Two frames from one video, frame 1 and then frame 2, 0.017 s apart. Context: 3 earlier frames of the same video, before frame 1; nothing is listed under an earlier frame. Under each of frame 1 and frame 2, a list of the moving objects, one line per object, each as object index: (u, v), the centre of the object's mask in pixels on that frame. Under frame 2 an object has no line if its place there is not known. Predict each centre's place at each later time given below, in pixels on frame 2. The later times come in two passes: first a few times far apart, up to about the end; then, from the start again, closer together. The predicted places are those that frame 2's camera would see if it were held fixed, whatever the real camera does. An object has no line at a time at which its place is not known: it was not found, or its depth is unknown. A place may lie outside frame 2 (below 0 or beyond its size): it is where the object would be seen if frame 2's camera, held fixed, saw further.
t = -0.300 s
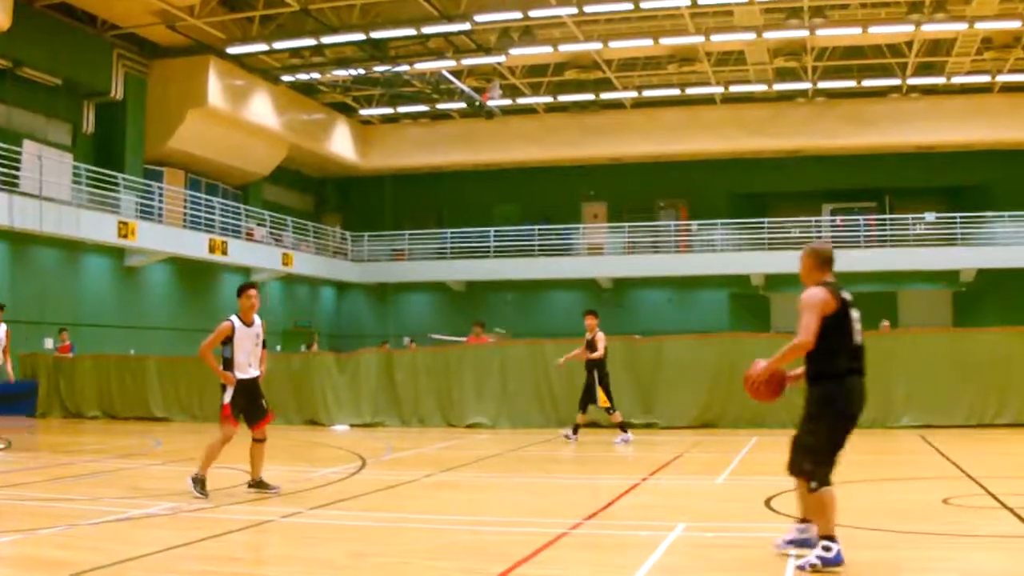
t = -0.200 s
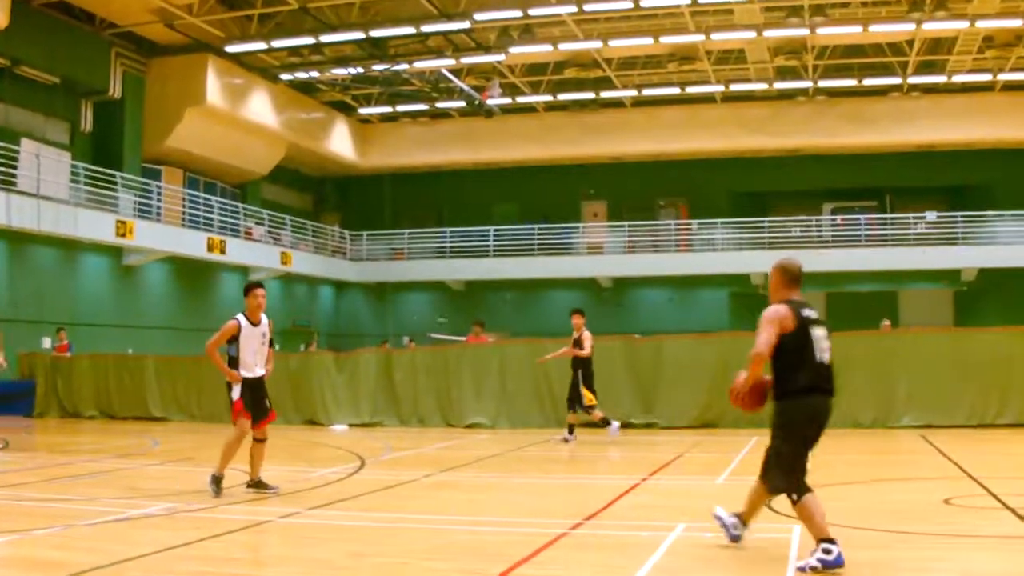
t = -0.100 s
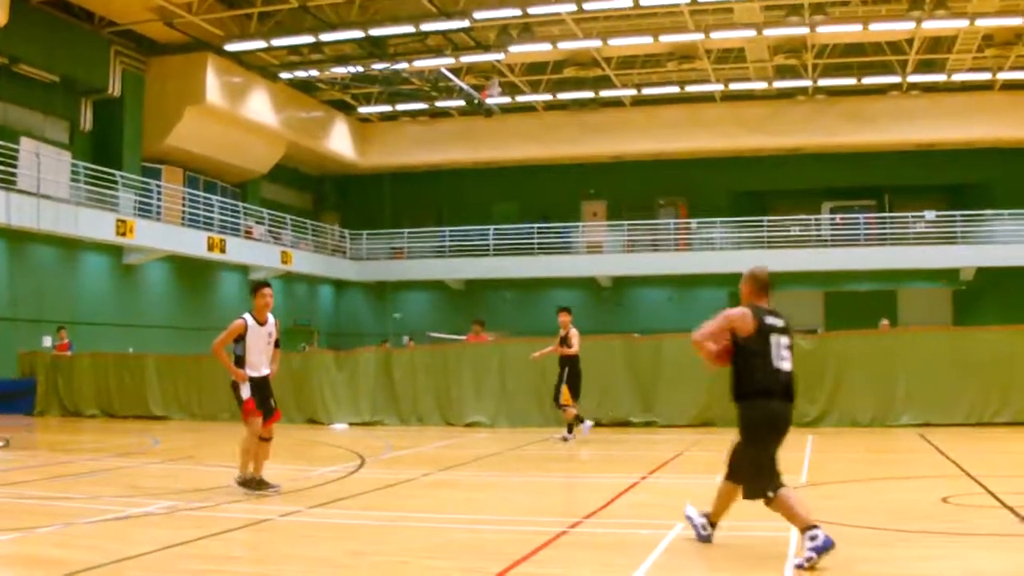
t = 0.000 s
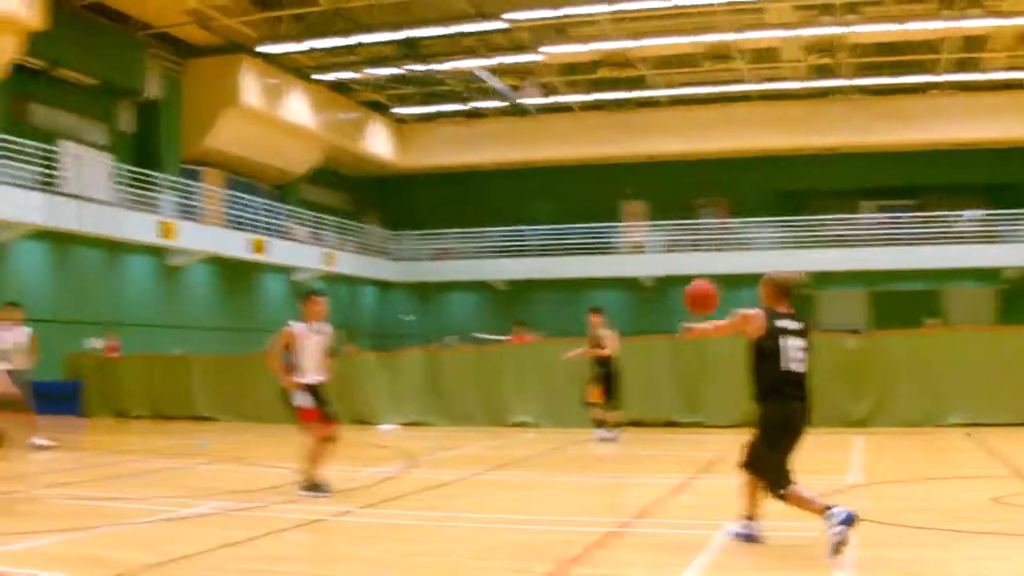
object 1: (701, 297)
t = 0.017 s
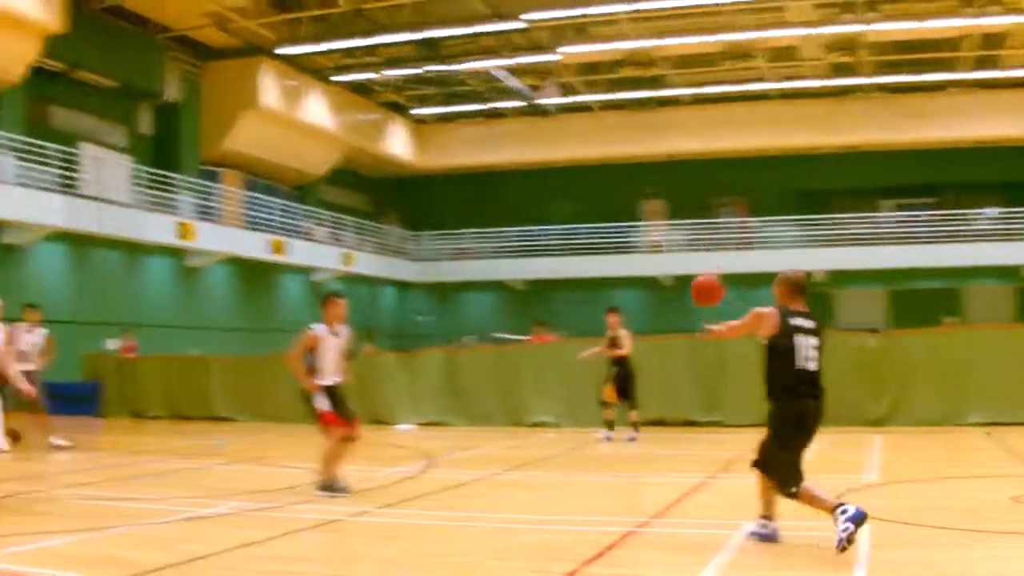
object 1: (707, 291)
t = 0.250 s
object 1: (593, 245)
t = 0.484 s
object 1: (520, 261)
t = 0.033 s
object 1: (696, 284)
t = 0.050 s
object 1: (687, 278)
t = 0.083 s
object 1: (667, 268)
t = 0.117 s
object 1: (649, 259)
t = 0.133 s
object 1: (642, 256)
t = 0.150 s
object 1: (634, 254)
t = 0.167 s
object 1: (626, 251)
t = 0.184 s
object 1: (620, 249)
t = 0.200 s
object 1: (613, 248)
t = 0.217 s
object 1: (605, 245)
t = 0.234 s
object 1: (599, 246)
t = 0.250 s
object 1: (593, 245)
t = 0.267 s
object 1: (587, 245)
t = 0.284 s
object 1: (581, 245)
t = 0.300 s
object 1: (578, 246)
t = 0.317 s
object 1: (572, 247)
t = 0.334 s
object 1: (566, 247)
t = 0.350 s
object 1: (559, 248)
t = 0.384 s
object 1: (549, 249)
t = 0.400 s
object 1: (544, 250)
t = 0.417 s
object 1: (541, 253)
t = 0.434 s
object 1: (535, 254)
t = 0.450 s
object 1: (530, 257)
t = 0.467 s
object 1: (526, 259)
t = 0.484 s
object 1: (520, 261)
